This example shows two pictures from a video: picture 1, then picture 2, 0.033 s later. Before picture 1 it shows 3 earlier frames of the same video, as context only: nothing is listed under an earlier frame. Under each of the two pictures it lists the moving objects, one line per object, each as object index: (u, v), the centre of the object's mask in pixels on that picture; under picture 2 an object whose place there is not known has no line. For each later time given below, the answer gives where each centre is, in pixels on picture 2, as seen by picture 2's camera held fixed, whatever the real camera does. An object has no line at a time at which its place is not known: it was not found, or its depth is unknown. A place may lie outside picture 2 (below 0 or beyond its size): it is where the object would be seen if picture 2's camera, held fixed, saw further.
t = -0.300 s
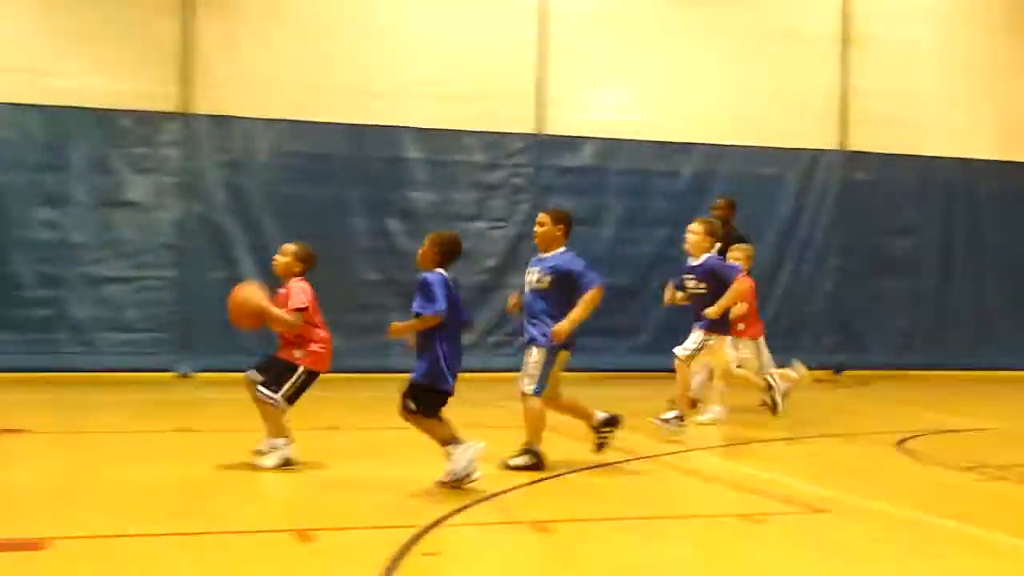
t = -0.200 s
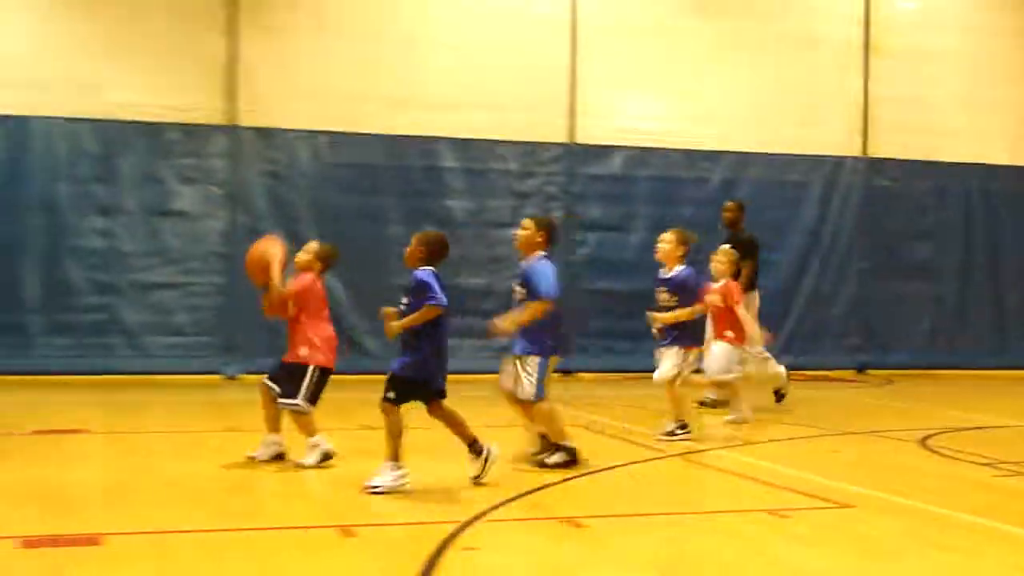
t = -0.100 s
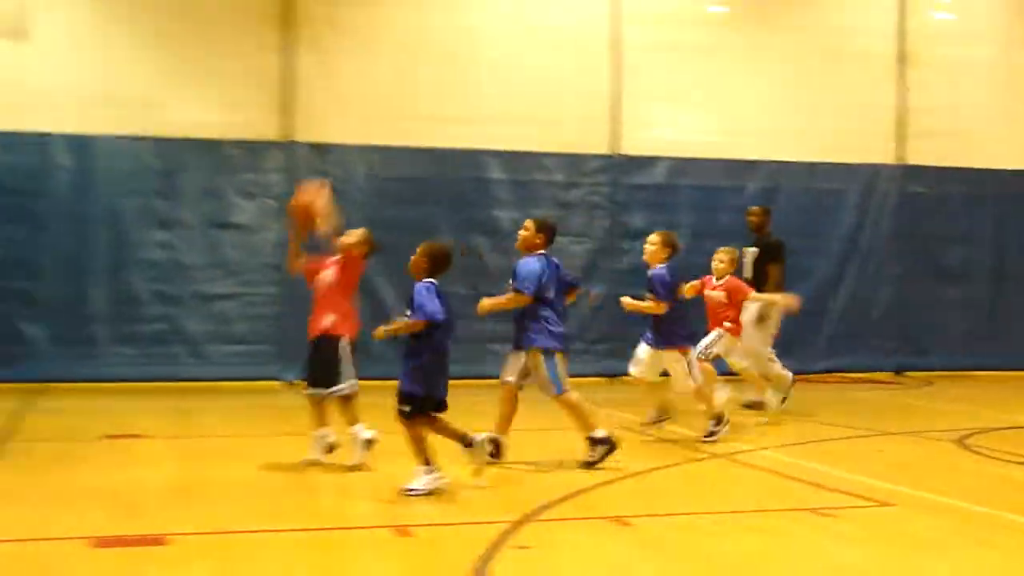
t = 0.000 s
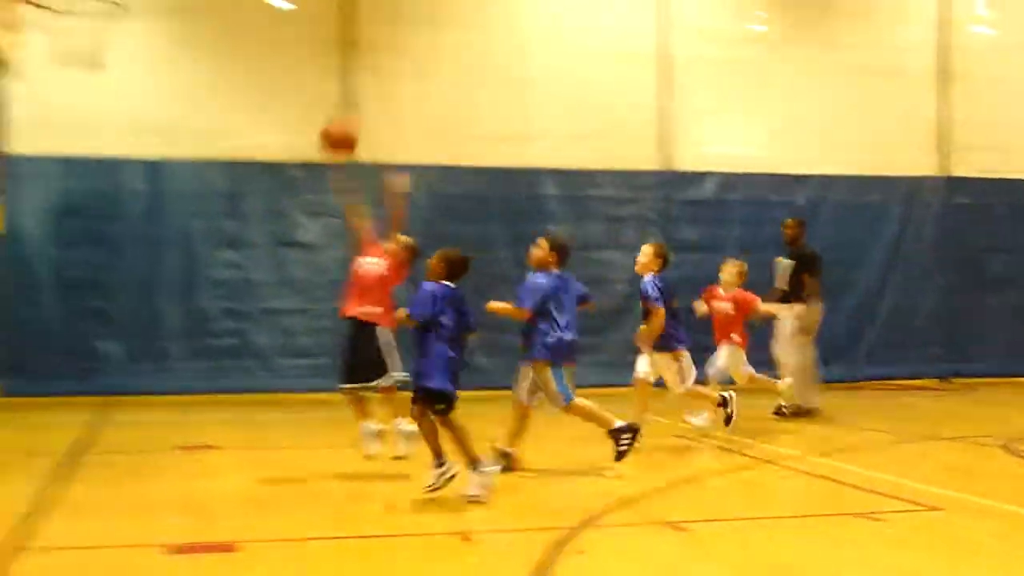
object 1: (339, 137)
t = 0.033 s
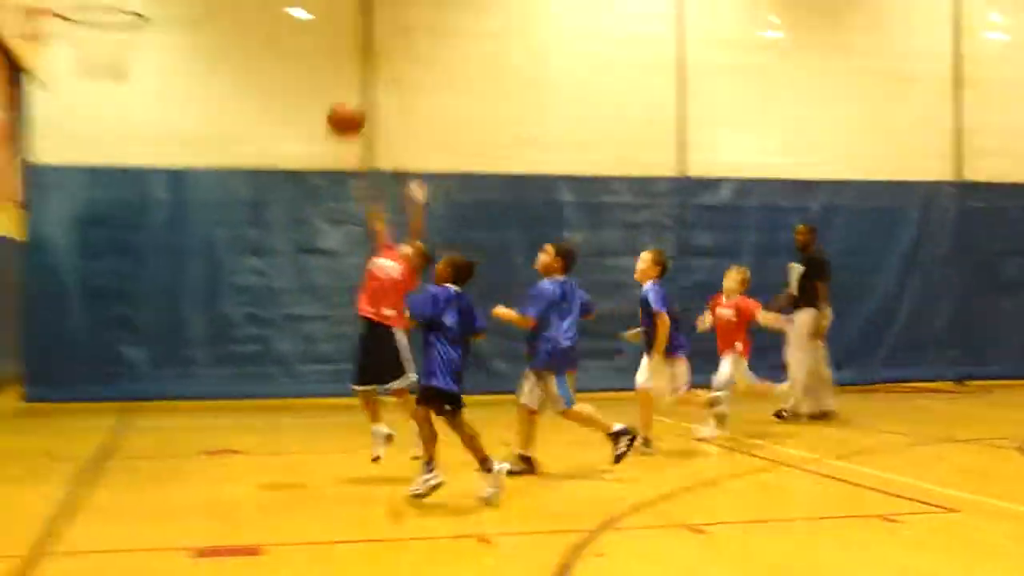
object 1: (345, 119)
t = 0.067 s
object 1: (331, 96)
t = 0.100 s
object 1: (318, 71)
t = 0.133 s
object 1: (305, 47)
